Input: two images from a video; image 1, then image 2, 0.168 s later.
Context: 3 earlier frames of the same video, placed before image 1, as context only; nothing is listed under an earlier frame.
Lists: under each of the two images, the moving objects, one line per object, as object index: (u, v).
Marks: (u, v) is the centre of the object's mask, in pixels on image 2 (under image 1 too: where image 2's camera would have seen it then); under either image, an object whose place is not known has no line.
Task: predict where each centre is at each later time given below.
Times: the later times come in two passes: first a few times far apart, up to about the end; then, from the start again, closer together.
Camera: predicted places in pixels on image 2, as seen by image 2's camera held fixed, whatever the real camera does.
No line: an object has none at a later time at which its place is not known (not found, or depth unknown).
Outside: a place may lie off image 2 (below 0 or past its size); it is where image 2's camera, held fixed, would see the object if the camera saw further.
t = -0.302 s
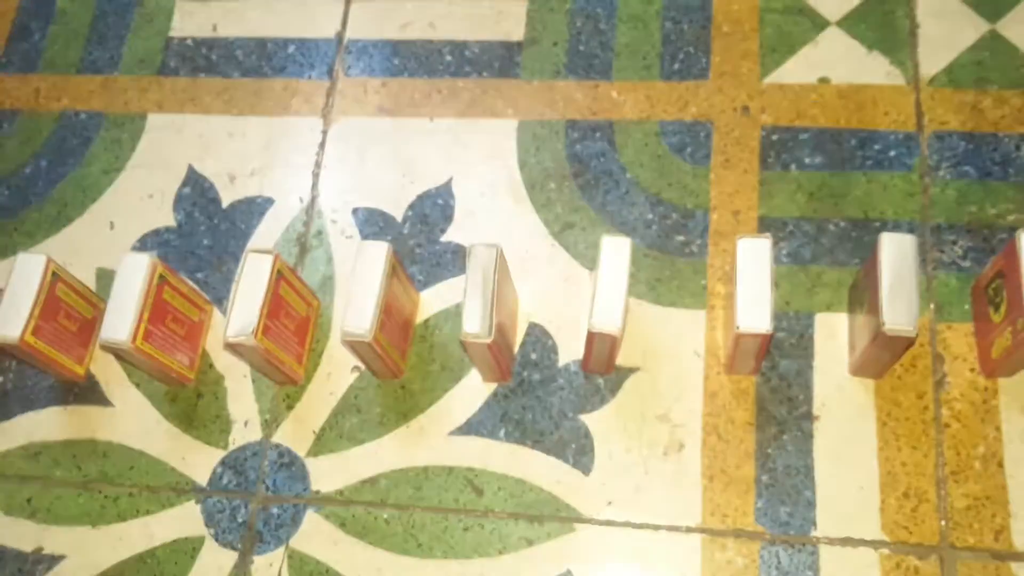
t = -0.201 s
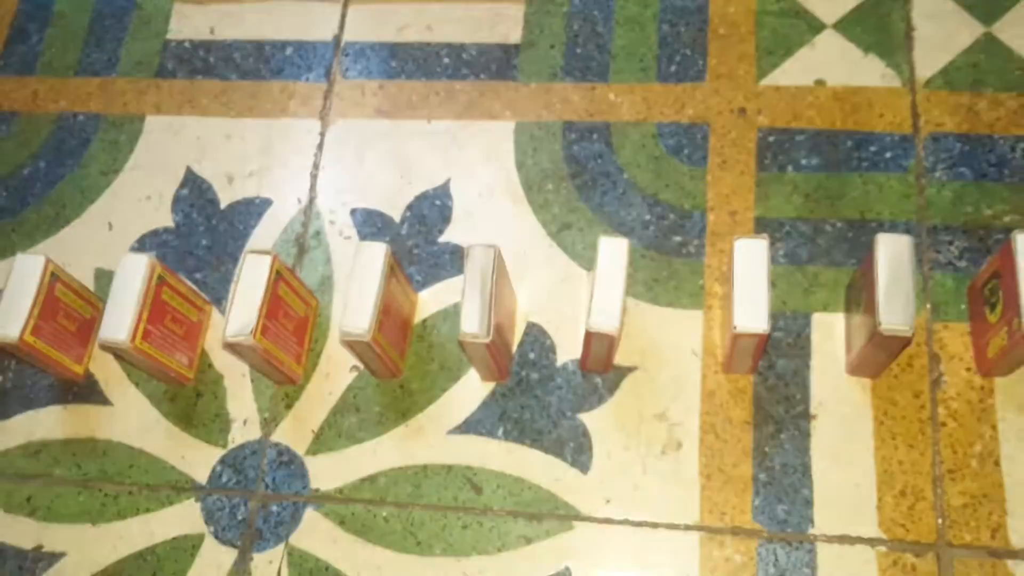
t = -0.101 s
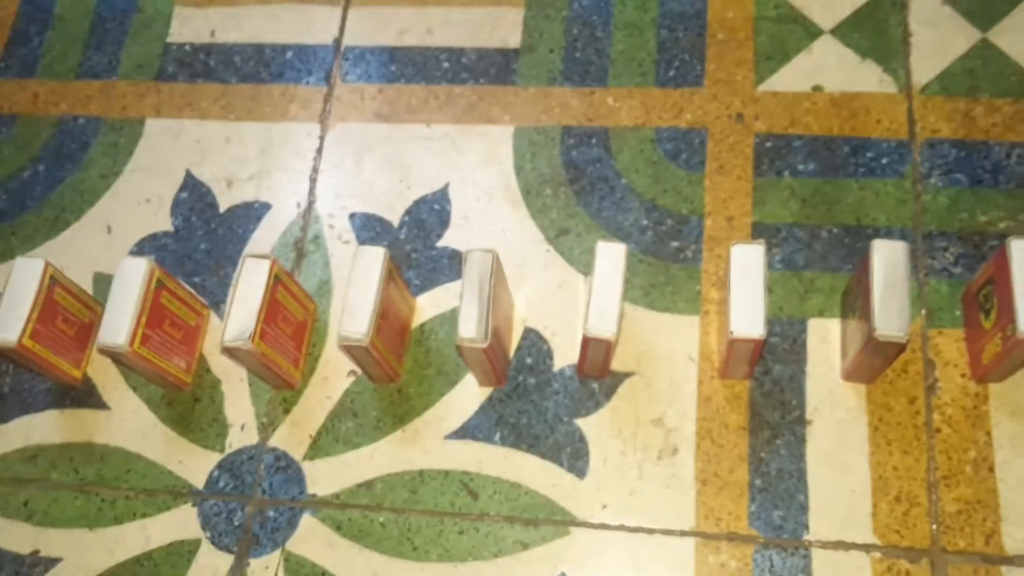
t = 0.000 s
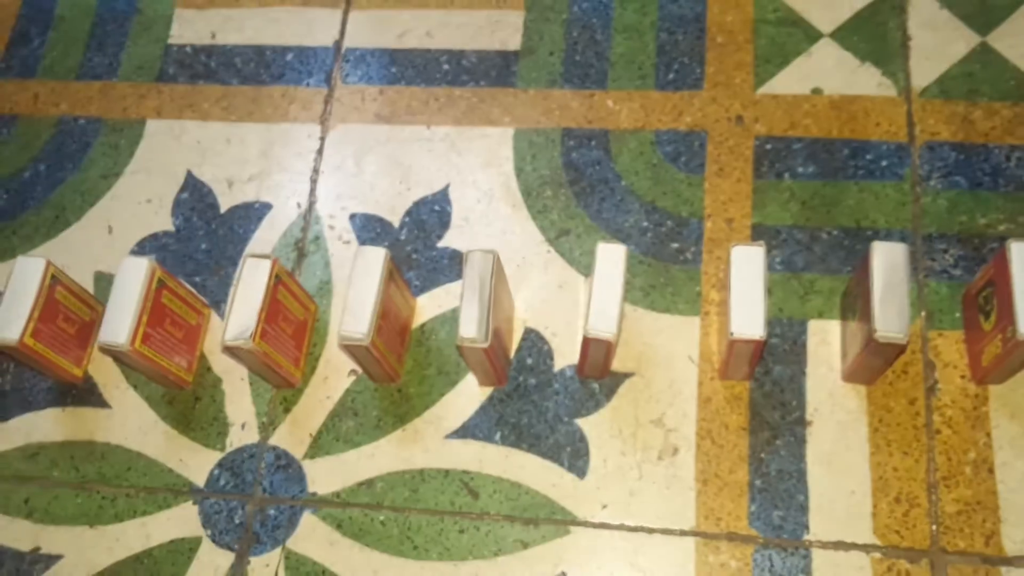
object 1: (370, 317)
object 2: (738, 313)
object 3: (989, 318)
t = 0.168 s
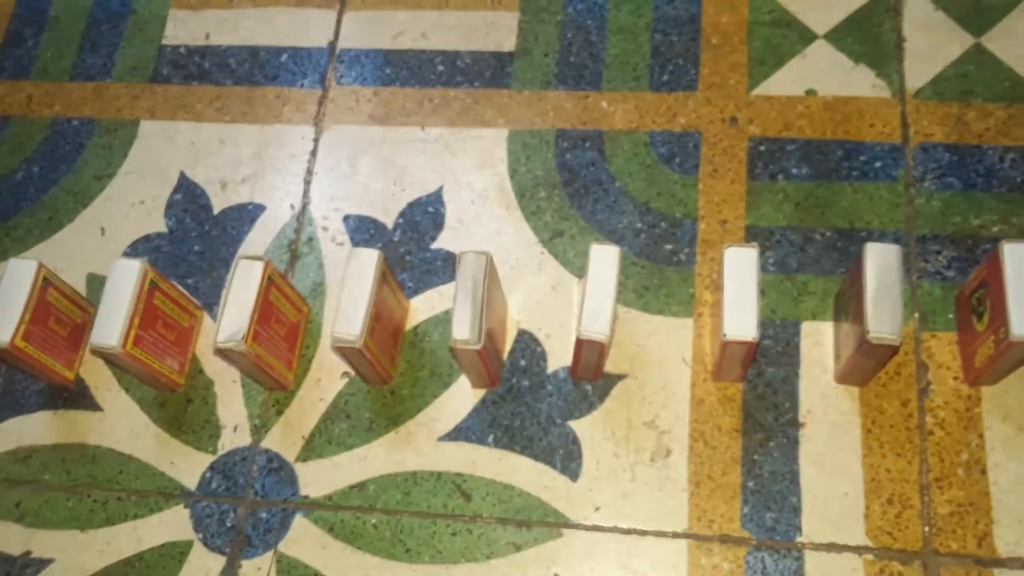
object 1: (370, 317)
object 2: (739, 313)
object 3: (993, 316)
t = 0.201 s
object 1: (370, 317)
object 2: (739, 312)
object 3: (994, 315)
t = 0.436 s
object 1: (370, 318)
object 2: (739, 313)
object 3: (999, 314)
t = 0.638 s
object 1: (400, 311)
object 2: (738, 312)
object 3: (1000, 314)
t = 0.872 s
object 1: (465, 330)
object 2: (778, 313)
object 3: (1001, 313)
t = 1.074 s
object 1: (465, 330)
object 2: (809, 329)
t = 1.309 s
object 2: (809, 329)
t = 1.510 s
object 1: (465, 330)
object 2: (809, 329)
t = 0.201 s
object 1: (370, 317)
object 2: (739, 312)
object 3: (994, 315)
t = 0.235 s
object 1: (370, 317)
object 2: (739, 312)
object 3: (996, 315)
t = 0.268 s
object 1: (370, 318)
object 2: (739, 312)
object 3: (997, 314)
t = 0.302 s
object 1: (370, 317)
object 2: (739, 312)
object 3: (999, 314)
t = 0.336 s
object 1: (370, 318)
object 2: (738, 312)
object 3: (999, 314)
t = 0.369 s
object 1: (370, 318)
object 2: (739, 313)
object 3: (999, 314)
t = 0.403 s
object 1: (370, 317)
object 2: (738, 313)
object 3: (999, 314)
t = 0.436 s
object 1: (370, 318)
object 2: (739, 313)
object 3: (999, 314)
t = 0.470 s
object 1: (370, 318)
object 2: (739, 313)
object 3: (999, 314)
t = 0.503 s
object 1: (370, 317)
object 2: (738, 312)
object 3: (999, 314)
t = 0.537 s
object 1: (370, 318)
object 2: (738, 313)
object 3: (1000, 314)
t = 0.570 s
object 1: (370, 317)
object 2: (738, 312)
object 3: (999, 314)
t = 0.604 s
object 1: (379, 316)
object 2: (739, 312)
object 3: (1000, 314)
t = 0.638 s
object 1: (400, 311)
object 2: (738, 312)
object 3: (1000, 314)
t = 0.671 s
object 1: (436, 317)
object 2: (738, 313)
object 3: (1000, 314)
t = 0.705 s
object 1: (465, 323)
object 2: (738, 312)
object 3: (1000, 314)
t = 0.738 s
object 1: (457, 329)
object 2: (738, 312)
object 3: (1000, 314)
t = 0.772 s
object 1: (461, 329)
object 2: (738, 312)
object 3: (1000, 314)
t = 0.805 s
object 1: (463, 329)
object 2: (739, 312)
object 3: (1000, 314)
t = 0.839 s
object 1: (465, 330)
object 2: (749, 309)
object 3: (1000, 313)
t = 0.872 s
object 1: (465, 330)
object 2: (778, 313)
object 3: (1001, 313)
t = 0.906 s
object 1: (465, 330)
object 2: (793, 317)
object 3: (1001, 313)
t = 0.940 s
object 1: (465, 330)
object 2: (798, 322)
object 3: (1002, 314)
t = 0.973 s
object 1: (465, 330)
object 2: (803, 325)
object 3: (1006, 312)
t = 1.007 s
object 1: (465, 330)
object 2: (808, 328)
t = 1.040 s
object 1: (465, 330)
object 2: (808, 328)
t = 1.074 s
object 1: (465, 330)
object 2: (809, 329)
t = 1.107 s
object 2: (809, 329)
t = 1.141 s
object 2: (809, 329)
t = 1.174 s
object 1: (465, 330)
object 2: (809, 329)
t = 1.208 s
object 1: (465, 330)
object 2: (809, 330)
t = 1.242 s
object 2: (809, 329)
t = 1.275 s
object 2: (809, 329)
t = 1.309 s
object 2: (809, 329)
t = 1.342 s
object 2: (809, 329)
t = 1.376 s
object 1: (465, 330)
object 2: (809, 329)
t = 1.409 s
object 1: (465, 330)
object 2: (809, 329)
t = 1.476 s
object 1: (465, 330)
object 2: (808, 329)
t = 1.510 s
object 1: (465, 330)
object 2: (809, 329)
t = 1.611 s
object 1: (465, 330)
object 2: (809, 329)
